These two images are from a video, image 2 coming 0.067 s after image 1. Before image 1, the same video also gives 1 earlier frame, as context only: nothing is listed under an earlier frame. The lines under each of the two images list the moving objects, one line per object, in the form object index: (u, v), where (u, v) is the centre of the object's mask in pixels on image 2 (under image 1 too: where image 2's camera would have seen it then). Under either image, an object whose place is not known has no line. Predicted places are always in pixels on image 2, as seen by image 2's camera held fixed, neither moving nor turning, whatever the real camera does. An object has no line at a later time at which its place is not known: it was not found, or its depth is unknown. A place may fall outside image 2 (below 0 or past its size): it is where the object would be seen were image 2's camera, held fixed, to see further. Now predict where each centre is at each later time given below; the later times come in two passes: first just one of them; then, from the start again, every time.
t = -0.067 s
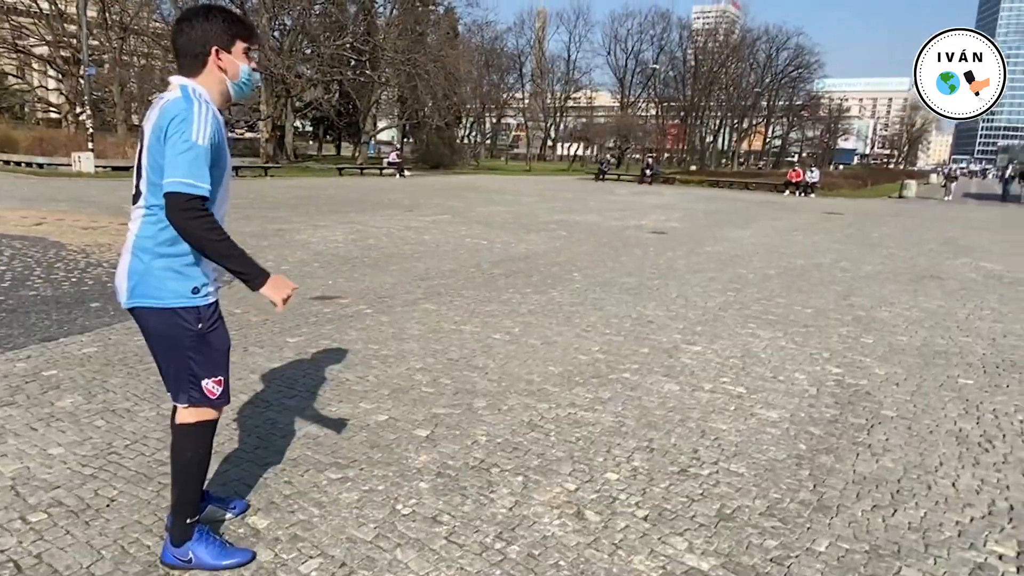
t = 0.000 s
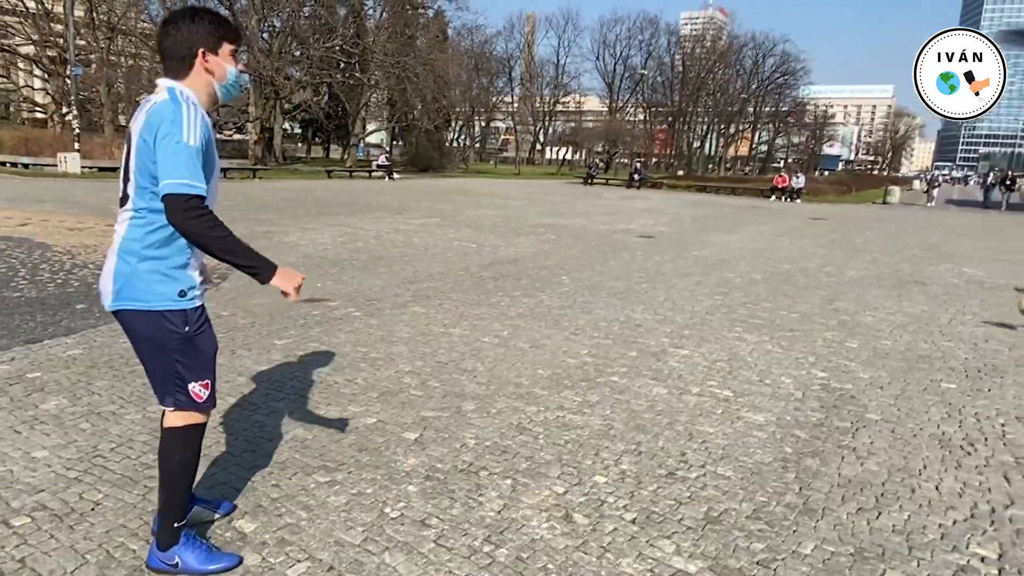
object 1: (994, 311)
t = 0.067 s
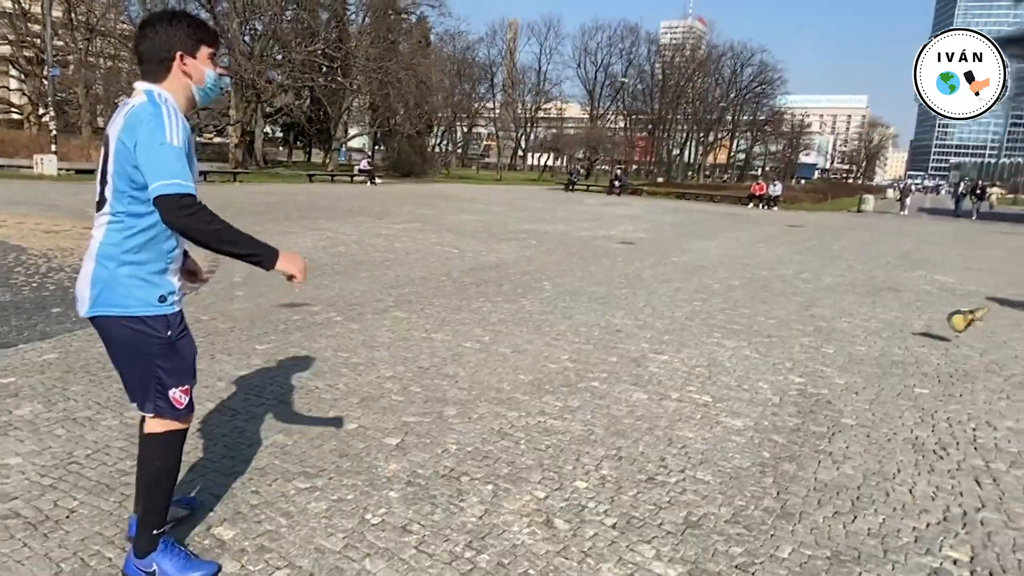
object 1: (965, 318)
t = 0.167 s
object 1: (875, 337)
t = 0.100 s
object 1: (937, 325)
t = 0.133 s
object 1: (904, 334)
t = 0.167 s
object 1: (875, 337)
